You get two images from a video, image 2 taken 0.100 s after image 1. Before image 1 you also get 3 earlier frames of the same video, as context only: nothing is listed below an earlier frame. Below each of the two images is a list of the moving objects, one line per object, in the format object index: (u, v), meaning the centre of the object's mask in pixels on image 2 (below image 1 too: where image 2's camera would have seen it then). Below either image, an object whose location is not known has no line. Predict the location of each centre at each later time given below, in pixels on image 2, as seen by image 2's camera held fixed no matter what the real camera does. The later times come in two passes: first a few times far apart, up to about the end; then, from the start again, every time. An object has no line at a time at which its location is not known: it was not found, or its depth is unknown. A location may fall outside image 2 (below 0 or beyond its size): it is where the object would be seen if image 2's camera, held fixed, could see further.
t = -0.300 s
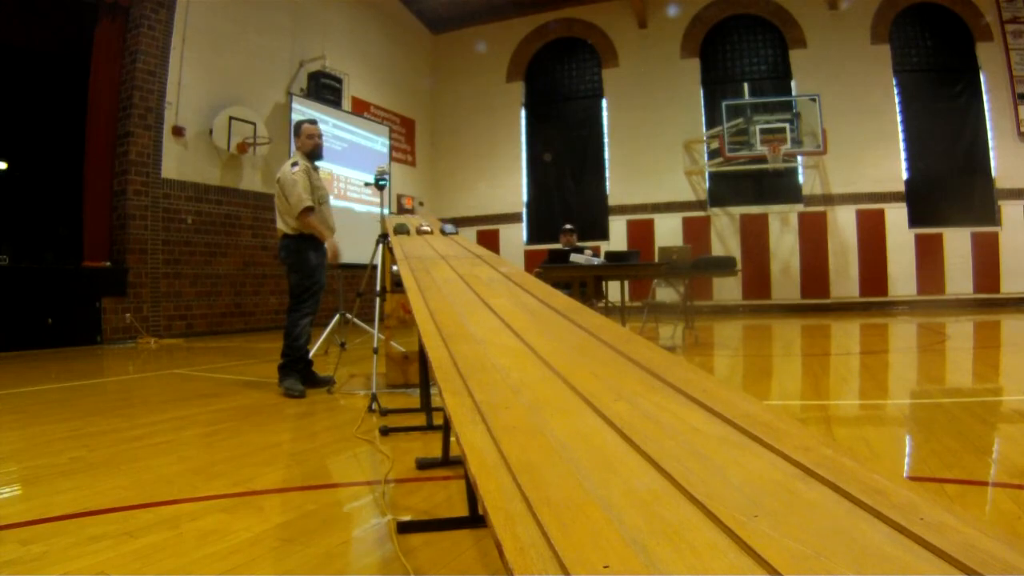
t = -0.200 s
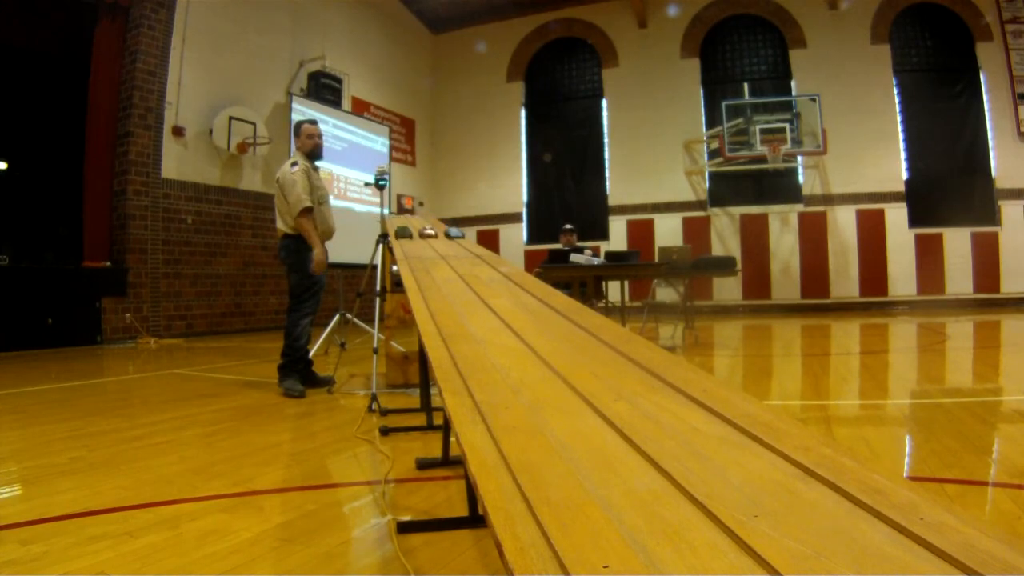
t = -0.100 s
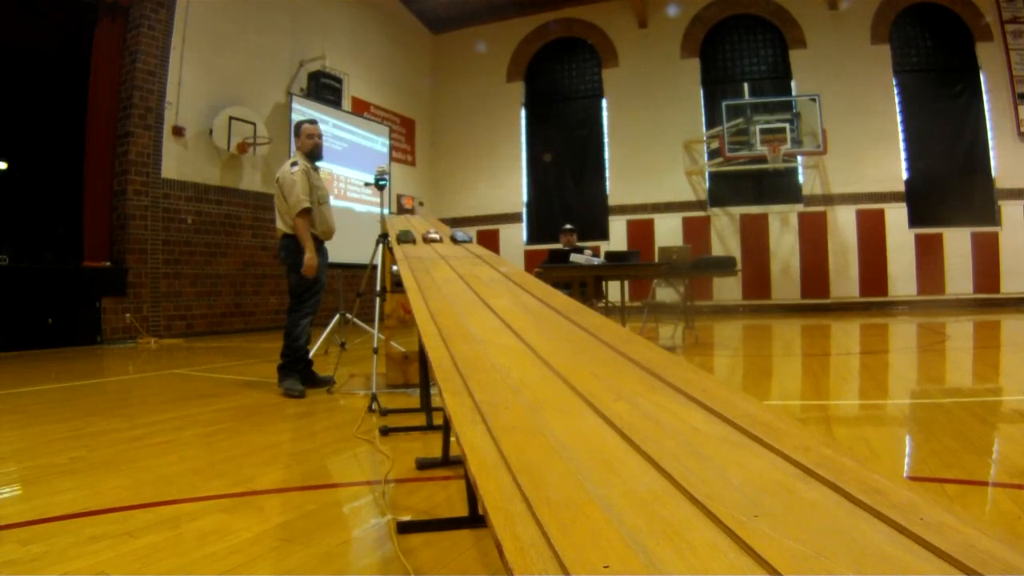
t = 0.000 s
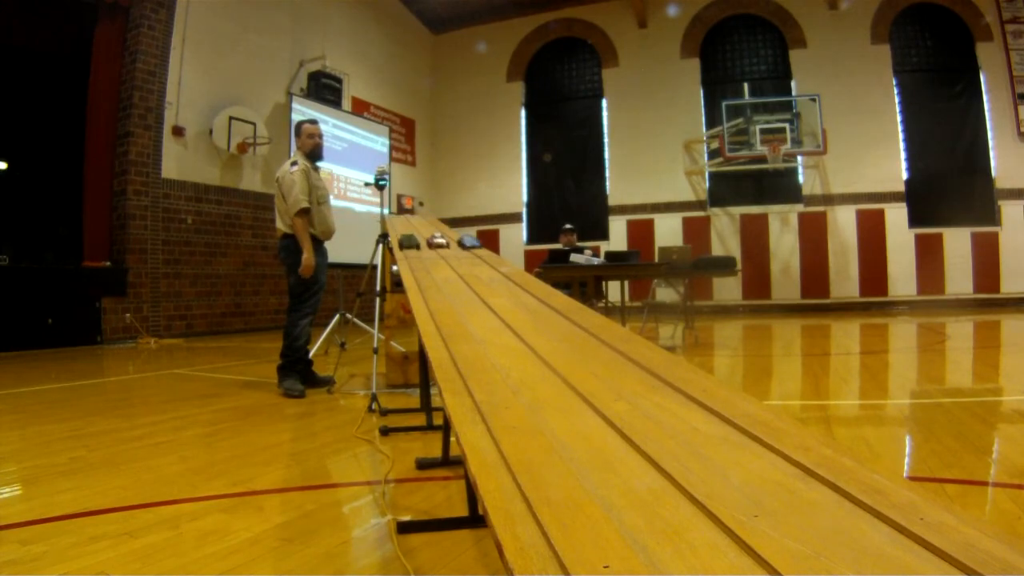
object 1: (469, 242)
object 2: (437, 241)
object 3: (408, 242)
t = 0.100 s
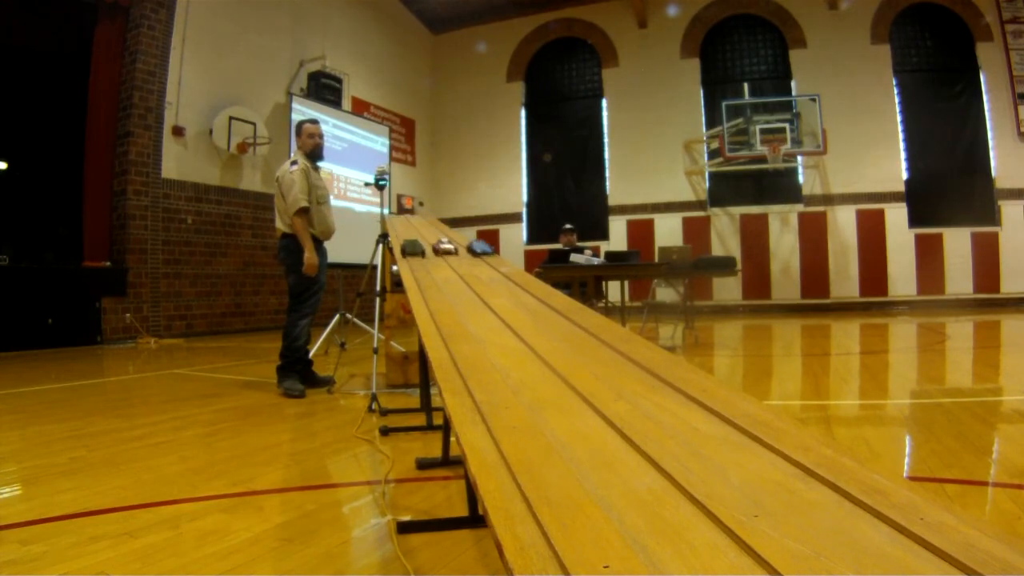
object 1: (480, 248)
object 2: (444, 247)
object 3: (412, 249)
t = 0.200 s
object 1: (495, 257)
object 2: (454, 255)
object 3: (418, 258)
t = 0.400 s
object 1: (546, 288)
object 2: (486, 286)
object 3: (436, 289)
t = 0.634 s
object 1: (763, 410)
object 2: (621, 396)
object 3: (514, 401)
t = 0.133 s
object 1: (484, 251)
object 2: (447, 249)
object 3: (414, 251)
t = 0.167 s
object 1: (490, 254)
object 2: (450, 252)
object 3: (416, 254)
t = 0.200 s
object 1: (495, 257)
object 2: (454, 255)
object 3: (418, 258)
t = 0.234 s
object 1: (501, 261)
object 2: (458, 260)
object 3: (420, 261)
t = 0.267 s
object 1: (508, 266)
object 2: (463, 264)
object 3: (422, 266)
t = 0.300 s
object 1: (515, 270)
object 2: (467, 268)
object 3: (425, 271)
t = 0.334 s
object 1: (524, 276)
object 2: (473, 273)
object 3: (428, 276)
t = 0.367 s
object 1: (534, 282)
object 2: (479, 279)
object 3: (432, 282)
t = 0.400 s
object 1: (546, 288)
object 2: (486, 286)
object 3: (436, 289)
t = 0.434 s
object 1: (560, 297)
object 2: (495, 294)
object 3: (441, 297)
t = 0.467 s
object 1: (577, 306)
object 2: (505, 303)
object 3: (448, 307)
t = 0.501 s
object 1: (599, 319)
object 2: (518, 313)
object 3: (455, 318)
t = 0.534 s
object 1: (625, 334)
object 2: (535, 327)
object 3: (464, 332)
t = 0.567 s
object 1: (660, 355)
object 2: (555, 344)
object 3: (476, 349)
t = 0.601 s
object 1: (700, 377)
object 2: (581, 365)
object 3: (492, 372)
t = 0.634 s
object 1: (763, 410)
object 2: (621, 396)
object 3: (514, 401)
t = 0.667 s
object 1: (837, 451)
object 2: (673, 434)
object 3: (545, 445)
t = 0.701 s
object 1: (923, 499)
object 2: (744, 491)
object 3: (597, 506)
